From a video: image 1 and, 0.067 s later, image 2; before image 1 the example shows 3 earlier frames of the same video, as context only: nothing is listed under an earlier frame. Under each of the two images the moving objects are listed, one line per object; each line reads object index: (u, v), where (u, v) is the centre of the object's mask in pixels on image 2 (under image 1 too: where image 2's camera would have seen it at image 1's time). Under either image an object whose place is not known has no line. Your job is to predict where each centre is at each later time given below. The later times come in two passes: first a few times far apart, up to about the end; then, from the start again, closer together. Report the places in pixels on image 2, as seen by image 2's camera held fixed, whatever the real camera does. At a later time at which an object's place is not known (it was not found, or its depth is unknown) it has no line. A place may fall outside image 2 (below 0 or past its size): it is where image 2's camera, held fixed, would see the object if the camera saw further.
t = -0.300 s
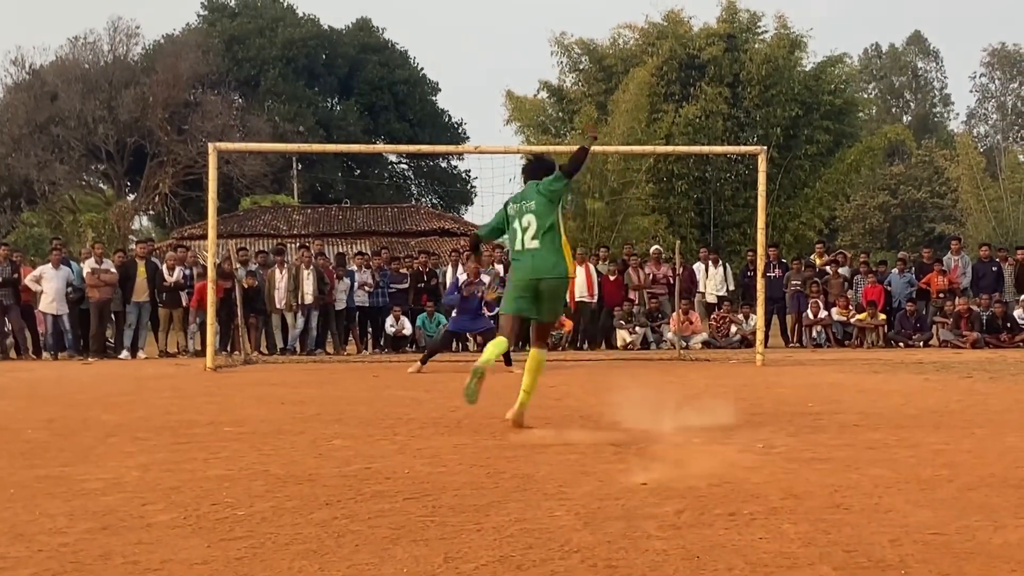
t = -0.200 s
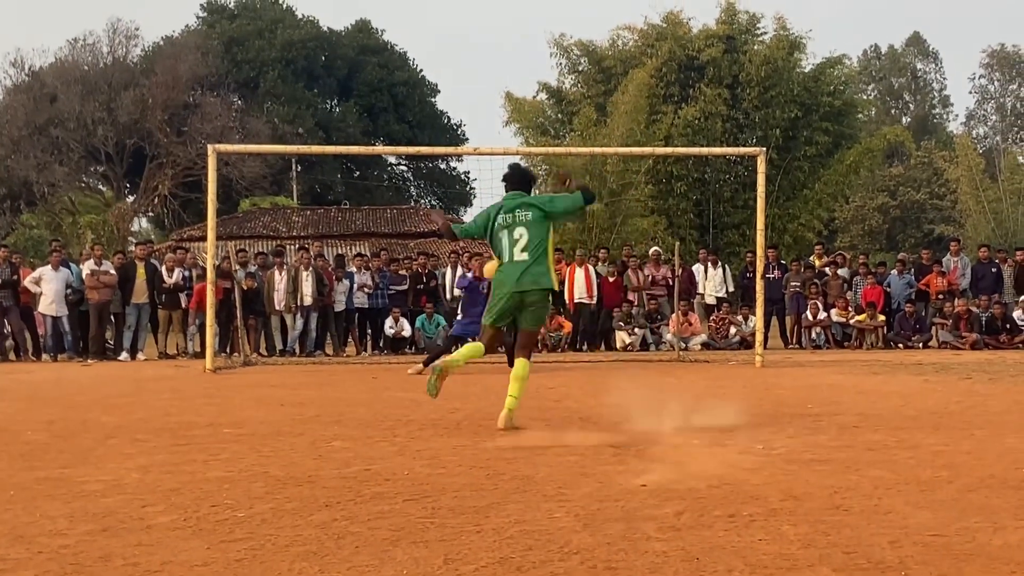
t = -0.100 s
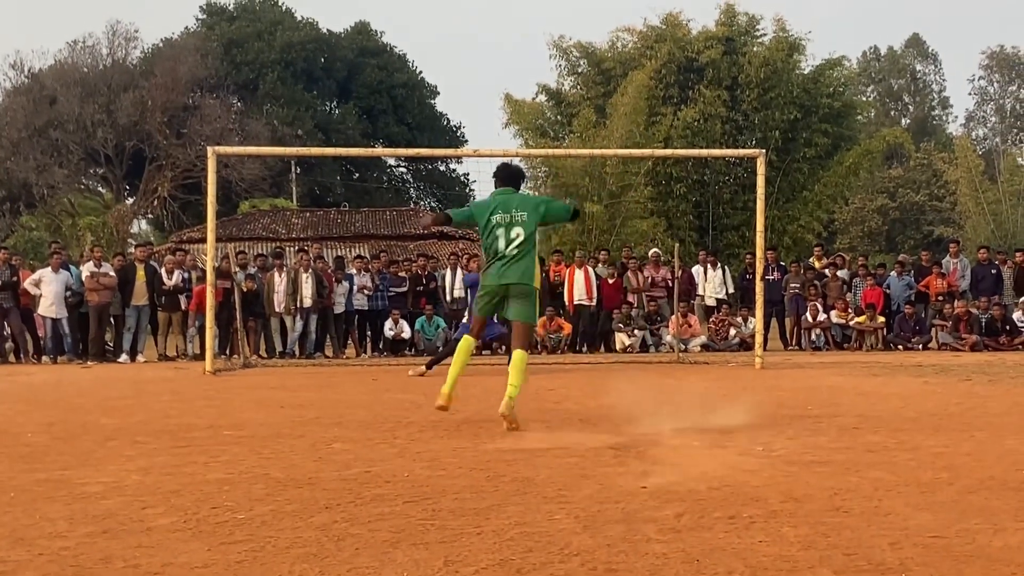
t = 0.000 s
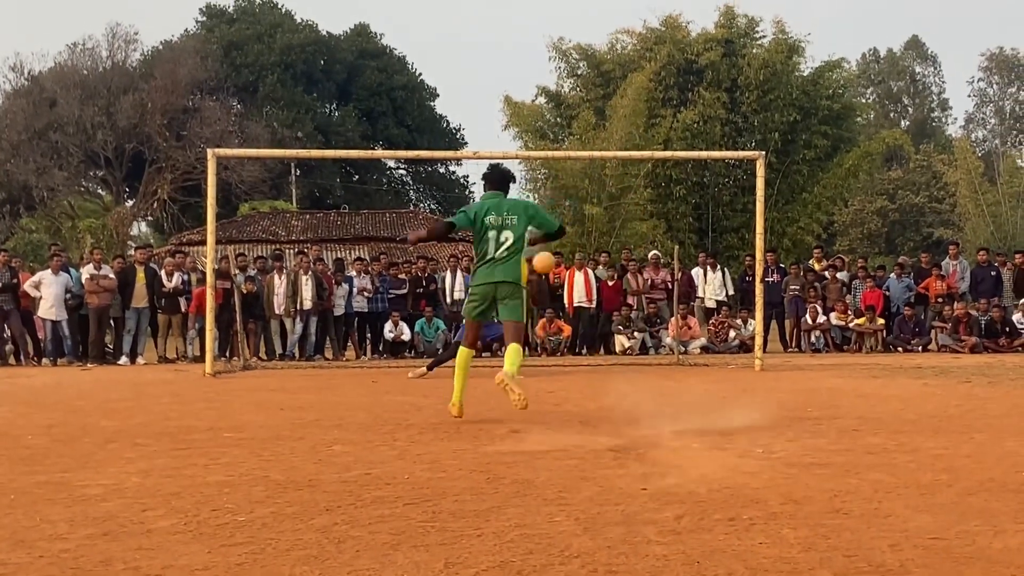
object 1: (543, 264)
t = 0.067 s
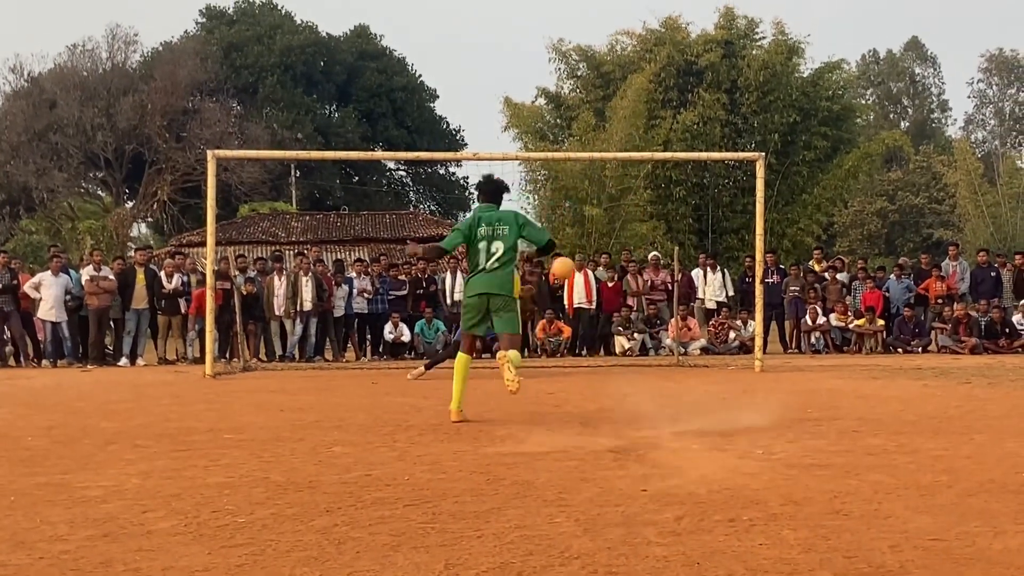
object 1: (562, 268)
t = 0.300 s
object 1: (640, 327)
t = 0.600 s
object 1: (736, 326)
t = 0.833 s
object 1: (815, 311)
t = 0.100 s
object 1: (573, 272)
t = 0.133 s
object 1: (584, 278)
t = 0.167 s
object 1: (595, 285)
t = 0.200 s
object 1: (606, 294)
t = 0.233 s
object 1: (616, 303)
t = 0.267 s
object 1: (628, 315)
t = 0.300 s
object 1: (640, 327)
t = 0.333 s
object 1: (652, 341)
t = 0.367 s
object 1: (663, 356)
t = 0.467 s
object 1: (696, 364)
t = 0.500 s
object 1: (705, 353)
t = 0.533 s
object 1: (715, 343)
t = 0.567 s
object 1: (725, 334)
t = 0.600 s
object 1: (736, 326)
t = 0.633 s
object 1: (745, 319)
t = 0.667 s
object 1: (757, 313)
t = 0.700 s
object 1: (768, 310)
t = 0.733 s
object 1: (779, 308)
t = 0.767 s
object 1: (791, 307)
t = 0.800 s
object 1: (803, 308)
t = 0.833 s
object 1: (815, 311)
